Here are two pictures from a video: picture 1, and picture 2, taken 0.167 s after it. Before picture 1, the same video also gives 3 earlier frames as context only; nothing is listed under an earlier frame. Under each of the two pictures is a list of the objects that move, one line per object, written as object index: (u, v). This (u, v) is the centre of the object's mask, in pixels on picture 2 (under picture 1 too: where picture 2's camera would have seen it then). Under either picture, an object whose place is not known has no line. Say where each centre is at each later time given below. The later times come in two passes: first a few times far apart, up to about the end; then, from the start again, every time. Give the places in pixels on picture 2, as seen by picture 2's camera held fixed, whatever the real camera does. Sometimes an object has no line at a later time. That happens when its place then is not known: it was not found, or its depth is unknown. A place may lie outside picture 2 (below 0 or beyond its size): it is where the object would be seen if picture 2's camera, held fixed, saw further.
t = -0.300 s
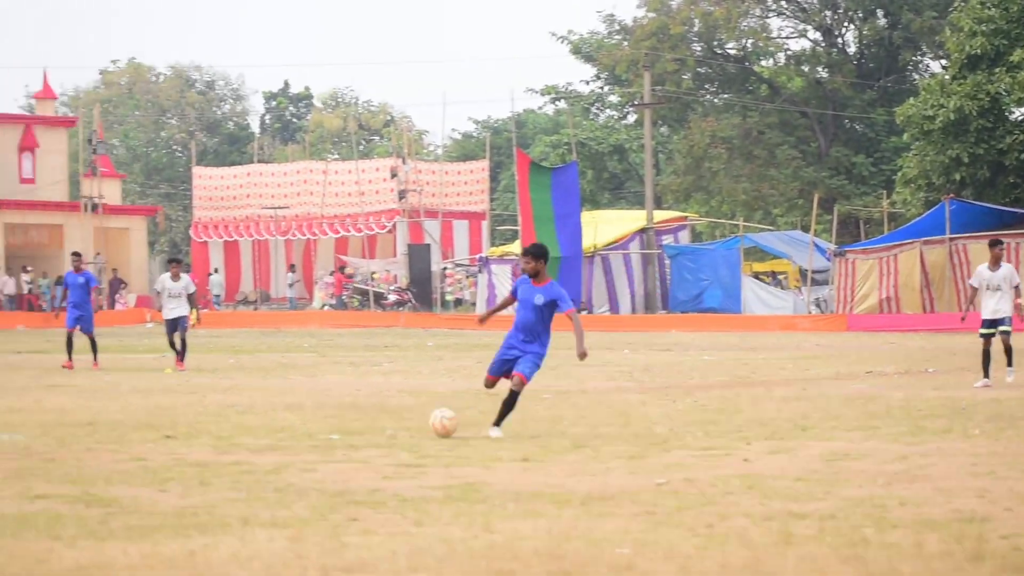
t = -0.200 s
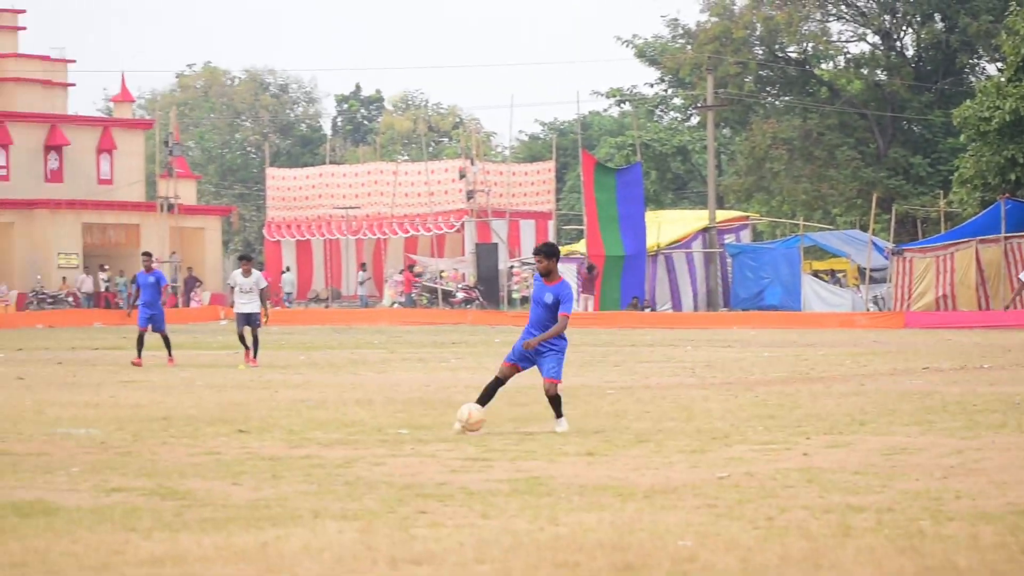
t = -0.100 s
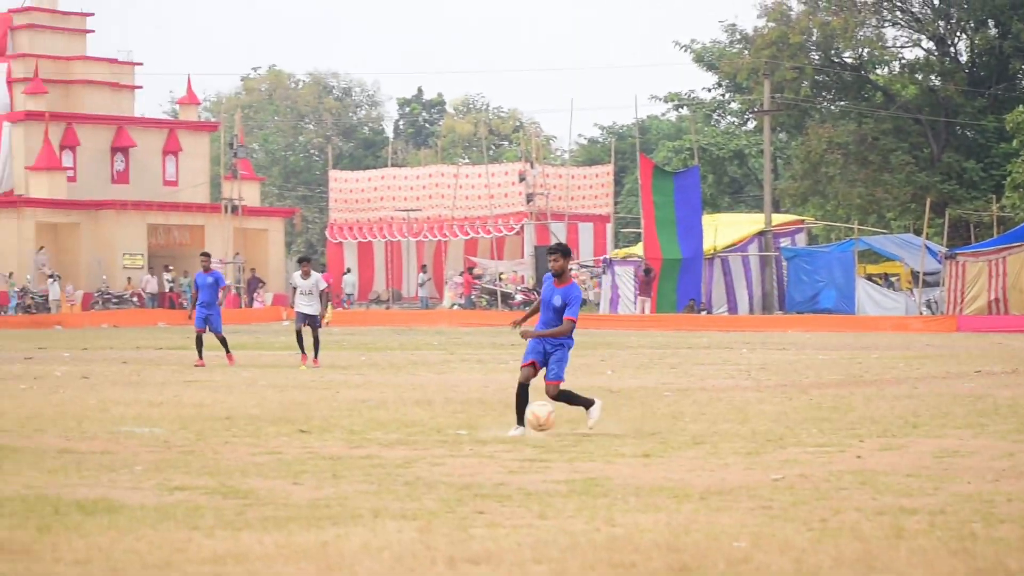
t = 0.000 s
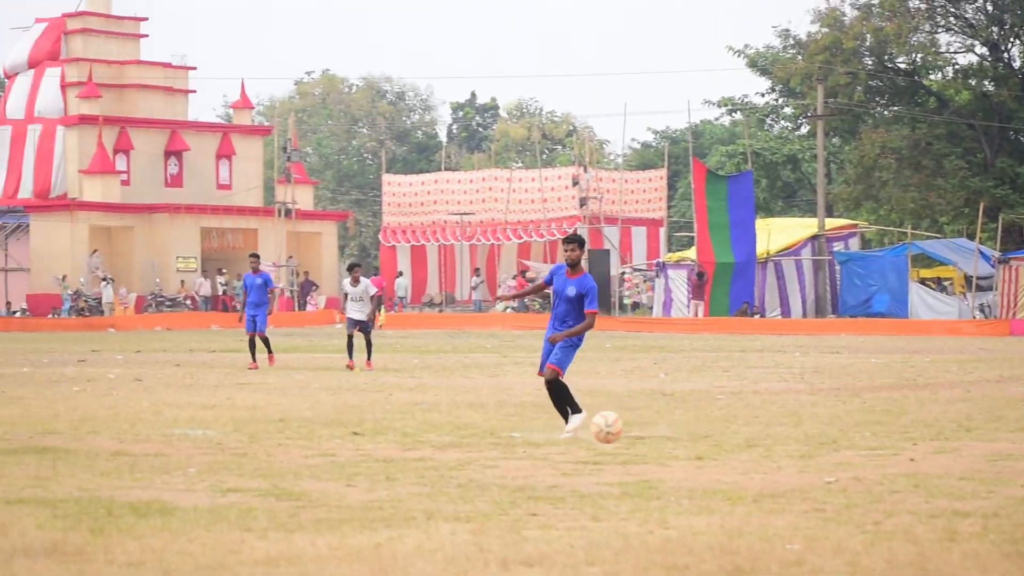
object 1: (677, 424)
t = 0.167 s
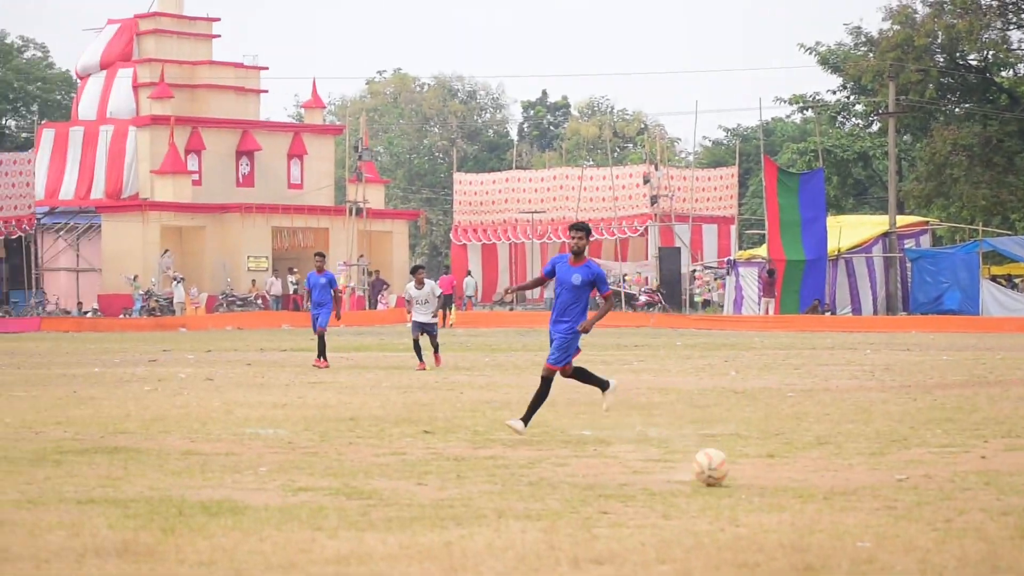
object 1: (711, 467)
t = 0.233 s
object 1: (724, 467)
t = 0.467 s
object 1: (776, 498)
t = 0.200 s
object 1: (718, 470)
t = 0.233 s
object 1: (724, 467)
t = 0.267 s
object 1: (731, 464)
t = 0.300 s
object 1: (737, 464)
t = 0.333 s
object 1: (743, 465)
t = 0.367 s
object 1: (751, 469)
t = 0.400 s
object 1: (759, 476)
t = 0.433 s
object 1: (767, 485)
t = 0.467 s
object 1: (776, 498)
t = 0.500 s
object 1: (787, 512)
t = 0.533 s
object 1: (796, 527)
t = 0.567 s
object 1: (803, 520)
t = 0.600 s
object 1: (808, 514)
